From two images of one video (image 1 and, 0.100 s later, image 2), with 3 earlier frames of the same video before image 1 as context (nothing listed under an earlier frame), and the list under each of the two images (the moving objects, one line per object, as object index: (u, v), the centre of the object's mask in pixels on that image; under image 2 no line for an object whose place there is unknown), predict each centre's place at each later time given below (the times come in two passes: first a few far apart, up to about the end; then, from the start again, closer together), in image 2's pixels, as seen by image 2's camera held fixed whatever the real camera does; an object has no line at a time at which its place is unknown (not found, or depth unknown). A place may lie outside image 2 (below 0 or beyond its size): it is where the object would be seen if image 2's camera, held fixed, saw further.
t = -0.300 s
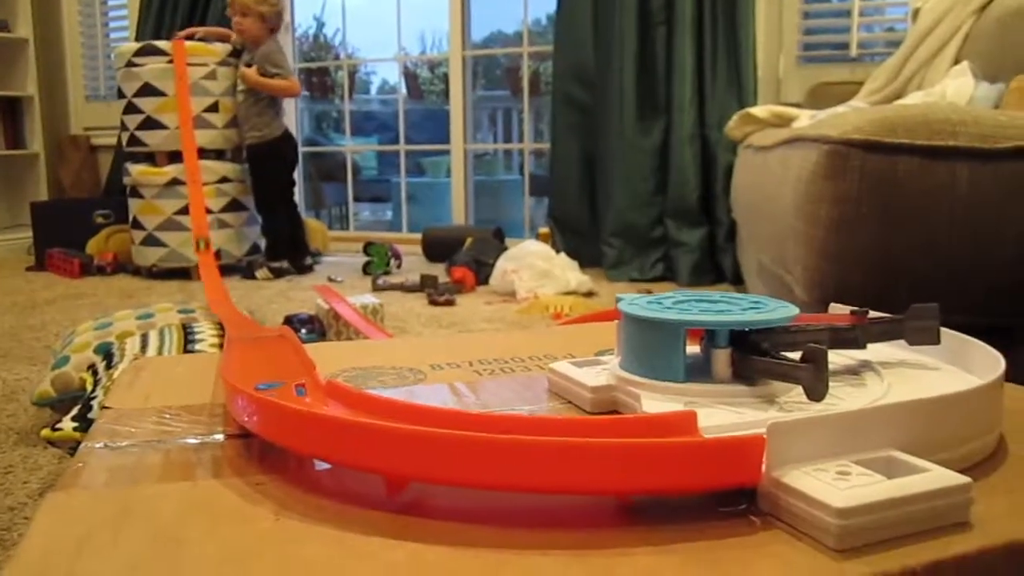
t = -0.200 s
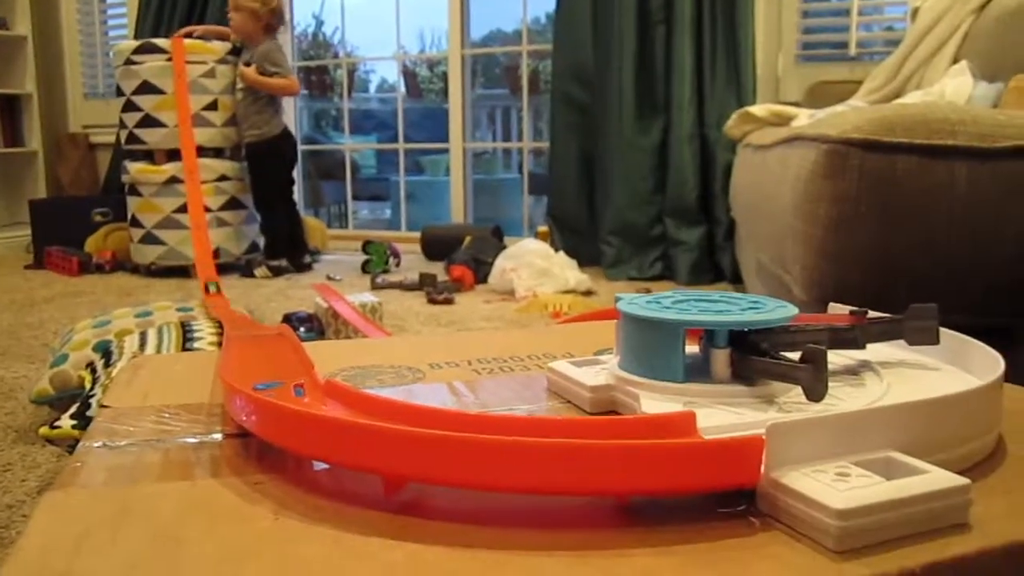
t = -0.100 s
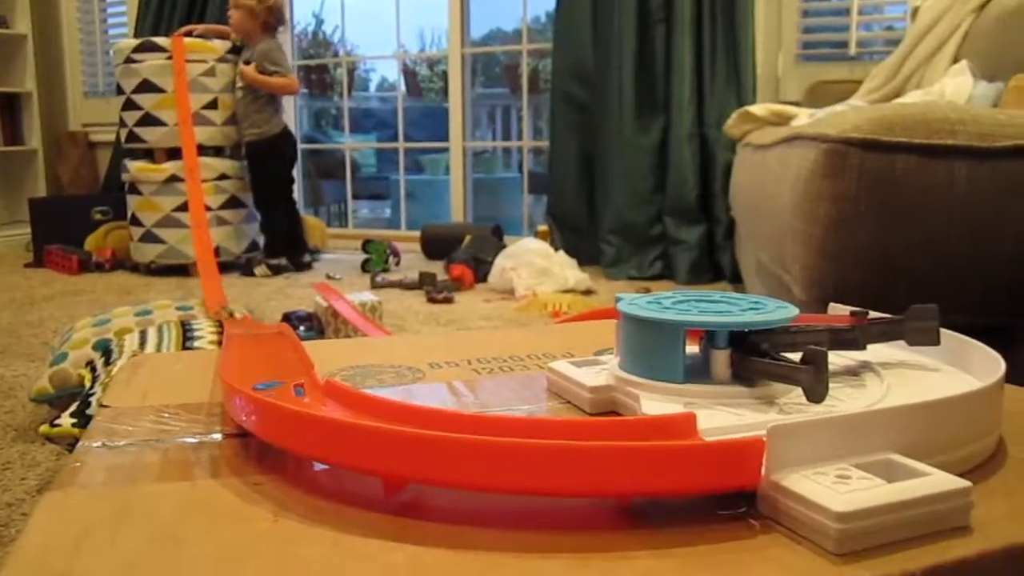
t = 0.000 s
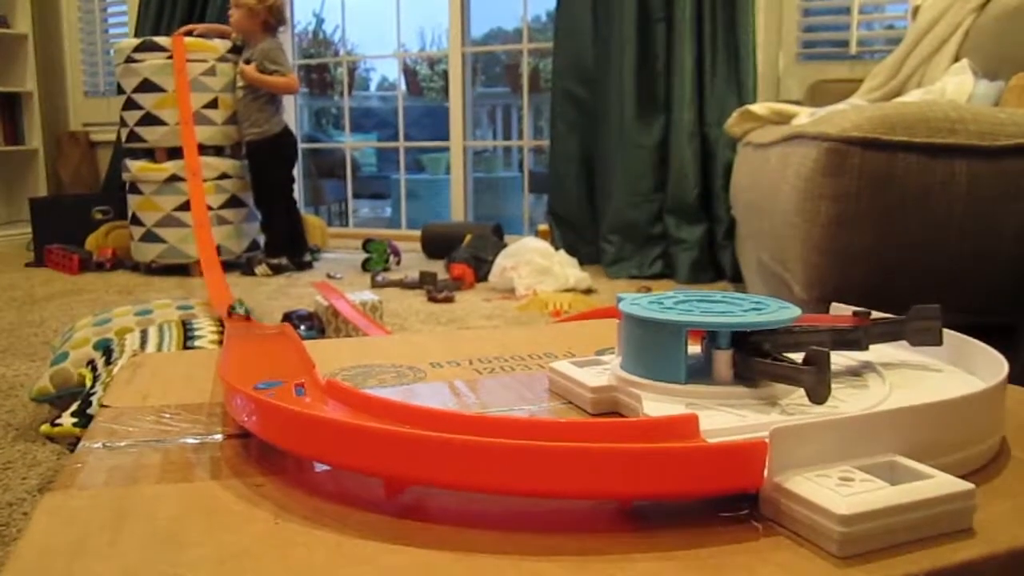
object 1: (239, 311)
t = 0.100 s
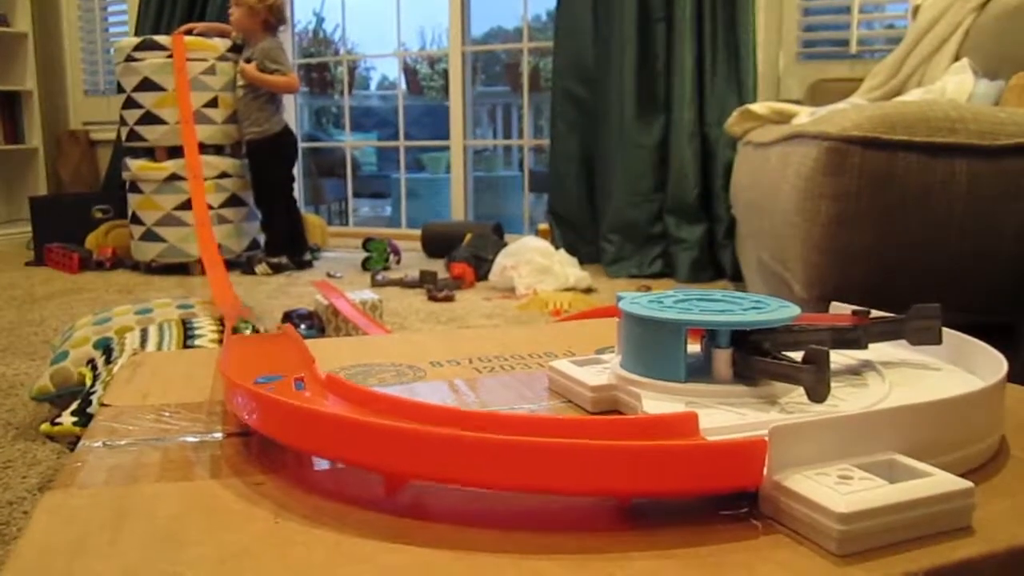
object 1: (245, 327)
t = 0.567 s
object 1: (621, 417)
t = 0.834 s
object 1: (567, 419)
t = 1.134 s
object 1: (567, 419)
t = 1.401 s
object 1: (567, 419)
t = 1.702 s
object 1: (567, 419)
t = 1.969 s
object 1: (567, 419)
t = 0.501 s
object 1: (433, 410)
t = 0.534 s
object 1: (536, 420)
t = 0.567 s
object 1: (621, 417)
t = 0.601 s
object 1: (608, 414)
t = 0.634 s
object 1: (596, 419)
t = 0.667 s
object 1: (583, 419)
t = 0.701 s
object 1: (573, 418)
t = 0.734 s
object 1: (569, 420)
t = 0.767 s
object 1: (568, 419)
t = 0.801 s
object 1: (567, 419)
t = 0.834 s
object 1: (567, 419)
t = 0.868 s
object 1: (568, 419)
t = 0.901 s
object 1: (568, 419)
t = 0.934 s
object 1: (567, 419)
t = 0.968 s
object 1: (567, 419)
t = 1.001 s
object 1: (567, 419)
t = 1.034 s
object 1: (567, 419)
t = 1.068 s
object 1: (567, 419)
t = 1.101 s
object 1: (567, 419)
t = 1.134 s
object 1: (567, 419)
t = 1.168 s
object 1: (567, 419)
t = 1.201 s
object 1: (567, 419)
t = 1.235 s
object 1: (567, 419)
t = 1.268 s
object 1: (567, 419)
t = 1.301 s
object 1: (567, 419)
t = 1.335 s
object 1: (567, 419)
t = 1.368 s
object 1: (567, 419)
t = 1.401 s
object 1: (567, 419)
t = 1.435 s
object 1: (567, 419)
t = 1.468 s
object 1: (567, 419)
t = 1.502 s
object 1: (567, 419)
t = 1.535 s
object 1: (567, 419)
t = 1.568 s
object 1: (567, 419)
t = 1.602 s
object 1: (567, 419)
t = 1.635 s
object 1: (567, 419)
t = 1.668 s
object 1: (567, 419)
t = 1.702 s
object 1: (567, 419)
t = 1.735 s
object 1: (567, 419)
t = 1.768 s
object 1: (567, 419)
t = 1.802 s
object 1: (567, 419)
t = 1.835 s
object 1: (567, 419)
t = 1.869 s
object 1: (567, 419)
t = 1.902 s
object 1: (567, 419)
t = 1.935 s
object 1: (567, 419)
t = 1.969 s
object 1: (567, 419)
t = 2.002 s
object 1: (567, 419)
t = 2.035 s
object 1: (568, 419)
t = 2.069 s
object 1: (567, 419)
